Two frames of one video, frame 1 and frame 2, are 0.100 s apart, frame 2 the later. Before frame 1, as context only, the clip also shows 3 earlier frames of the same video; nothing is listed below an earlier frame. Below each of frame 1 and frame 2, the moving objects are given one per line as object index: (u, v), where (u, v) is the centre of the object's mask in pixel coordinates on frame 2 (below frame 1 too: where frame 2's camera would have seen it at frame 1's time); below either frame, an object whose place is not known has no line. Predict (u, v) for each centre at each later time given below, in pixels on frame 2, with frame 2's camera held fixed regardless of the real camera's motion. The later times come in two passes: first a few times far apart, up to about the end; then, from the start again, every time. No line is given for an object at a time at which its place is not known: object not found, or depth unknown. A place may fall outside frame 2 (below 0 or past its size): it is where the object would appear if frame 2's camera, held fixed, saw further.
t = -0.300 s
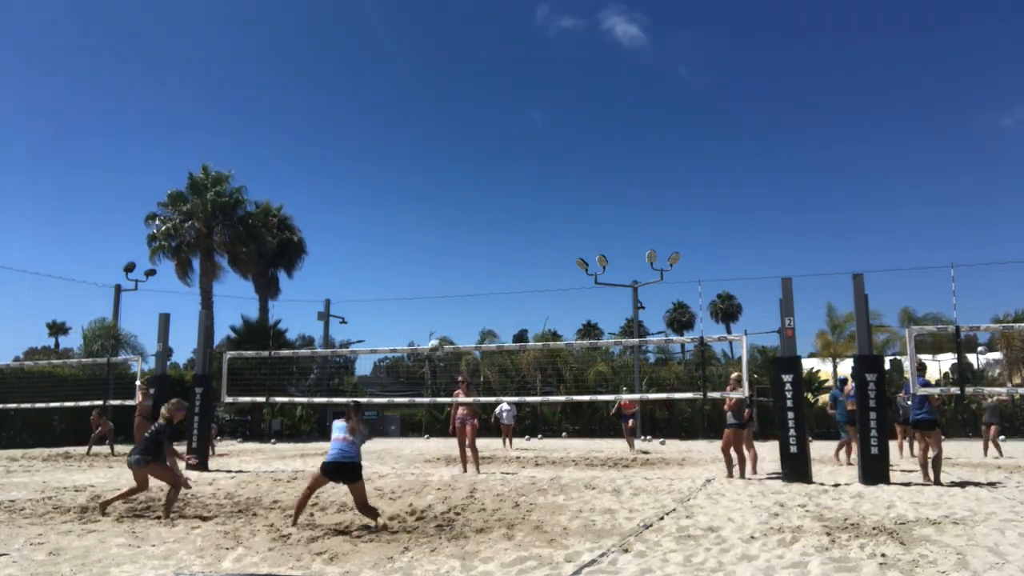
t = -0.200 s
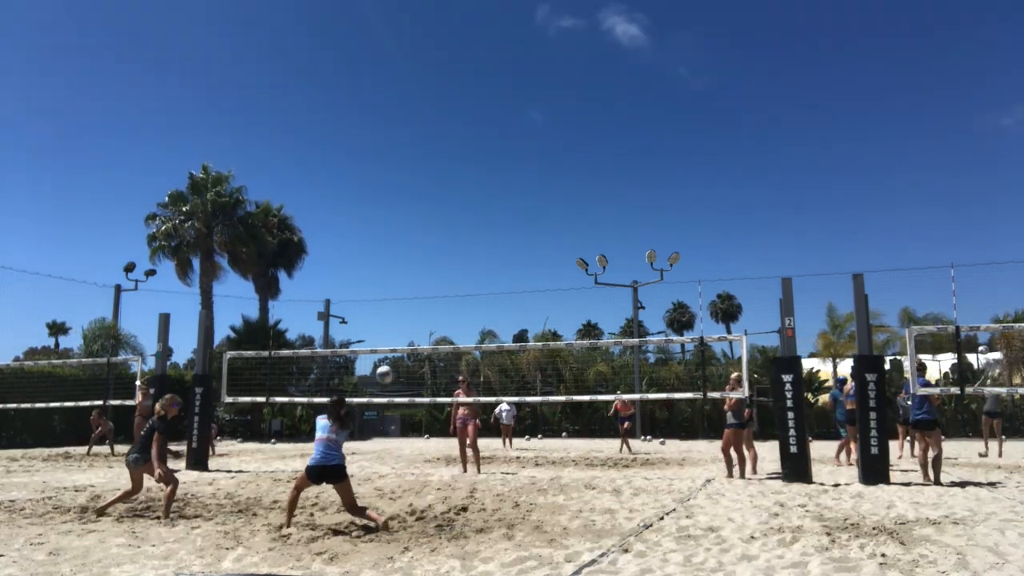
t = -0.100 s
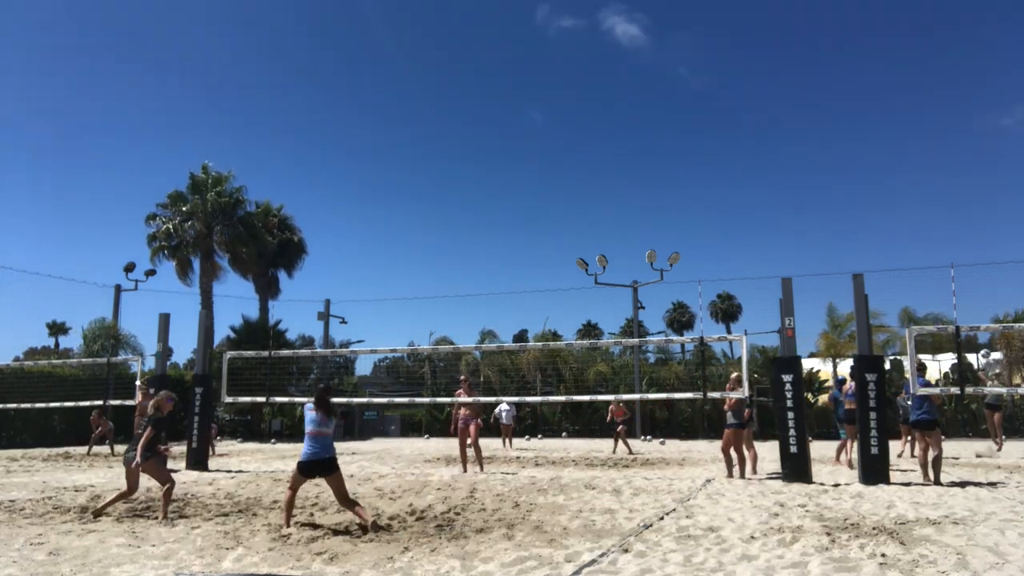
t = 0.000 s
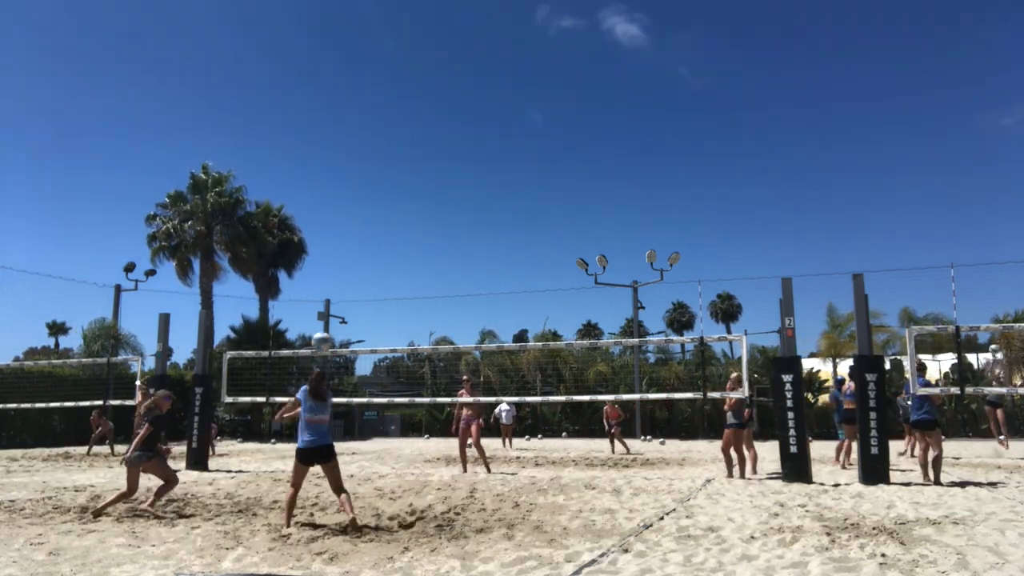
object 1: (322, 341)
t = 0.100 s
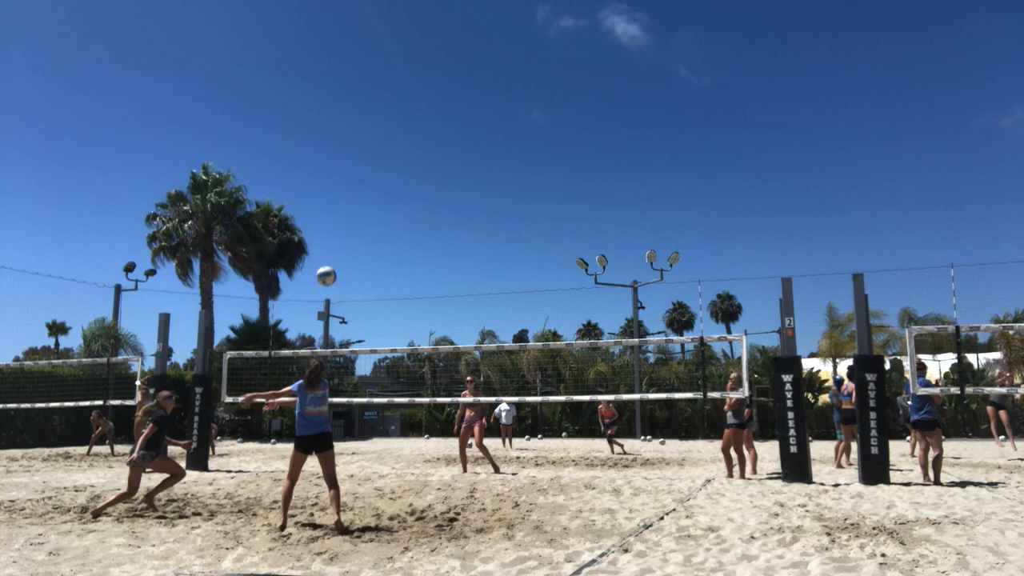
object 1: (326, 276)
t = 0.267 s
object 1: (332, 195)
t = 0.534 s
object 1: (339, 122)
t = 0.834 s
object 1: (347, 110)
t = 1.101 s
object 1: (354, 152)
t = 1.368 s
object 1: (363, 239)
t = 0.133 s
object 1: (327, 257)
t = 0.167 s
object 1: (328, 240)
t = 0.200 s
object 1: (329, 223)
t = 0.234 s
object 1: (331, 208)
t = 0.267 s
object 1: (332, 195)
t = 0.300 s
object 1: (333, 182)
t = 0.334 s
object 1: (333, 170)
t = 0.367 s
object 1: (335, 160)
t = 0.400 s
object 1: (336, 150)
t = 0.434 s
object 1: (337, 141)
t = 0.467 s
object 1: (337, 134)
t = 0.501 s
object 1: (338, 128)
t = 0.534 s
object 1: (339, 122)
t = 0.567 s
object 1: (340, 118)
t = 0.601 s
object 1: (341, 114)
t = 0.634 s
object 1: (342, 111)
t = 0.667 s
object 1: (343, 108)
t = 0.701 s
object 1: (343, 107)
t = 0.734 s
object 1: (344, 107)
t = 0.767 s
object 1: (345, 108)
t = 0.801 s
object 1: (346, 108)
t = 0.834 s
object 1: (347, 110)
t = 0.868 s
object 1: (348, 113)
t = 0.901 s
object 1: (348, 117)
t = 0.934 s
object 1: (349, 121)
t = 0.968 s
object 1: (350, 125)
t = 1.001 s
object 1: (351, 131)
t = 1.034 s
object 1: (352, 137)
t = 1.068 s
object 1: (353, 144)
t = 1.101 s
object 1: (354, 152)
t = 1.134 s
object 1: (355, 161)
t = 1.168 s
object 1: (356, 169)
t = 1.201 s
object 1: (357, 179)
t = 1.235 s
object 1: (359, 190)
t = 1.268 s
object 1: (360, 201)
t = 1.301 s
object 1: (361, 213)
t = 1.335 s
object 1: (362, 226)
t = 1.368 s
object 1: (363, 239)
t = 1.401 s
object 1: (365, 254)
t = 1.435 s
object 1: (366, 268)
